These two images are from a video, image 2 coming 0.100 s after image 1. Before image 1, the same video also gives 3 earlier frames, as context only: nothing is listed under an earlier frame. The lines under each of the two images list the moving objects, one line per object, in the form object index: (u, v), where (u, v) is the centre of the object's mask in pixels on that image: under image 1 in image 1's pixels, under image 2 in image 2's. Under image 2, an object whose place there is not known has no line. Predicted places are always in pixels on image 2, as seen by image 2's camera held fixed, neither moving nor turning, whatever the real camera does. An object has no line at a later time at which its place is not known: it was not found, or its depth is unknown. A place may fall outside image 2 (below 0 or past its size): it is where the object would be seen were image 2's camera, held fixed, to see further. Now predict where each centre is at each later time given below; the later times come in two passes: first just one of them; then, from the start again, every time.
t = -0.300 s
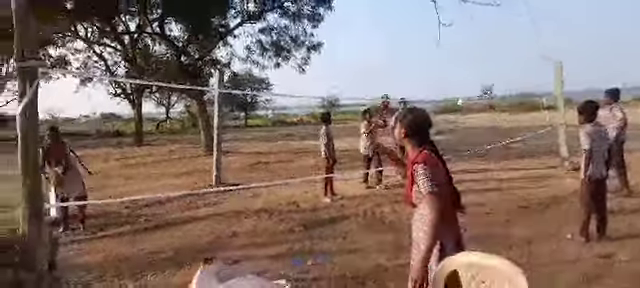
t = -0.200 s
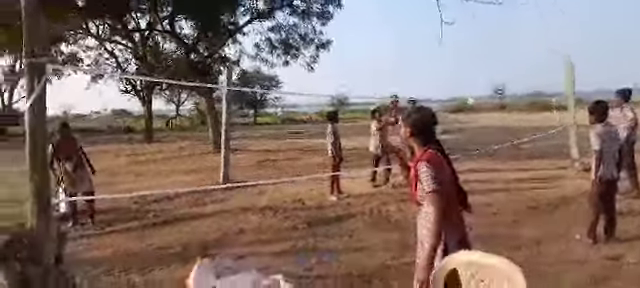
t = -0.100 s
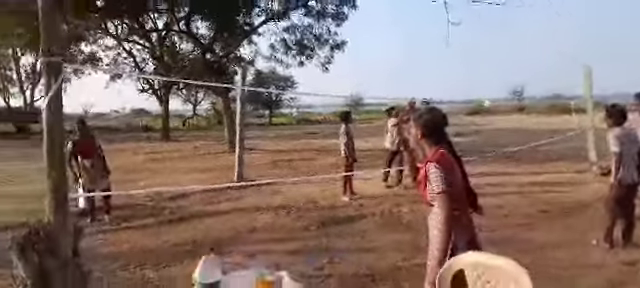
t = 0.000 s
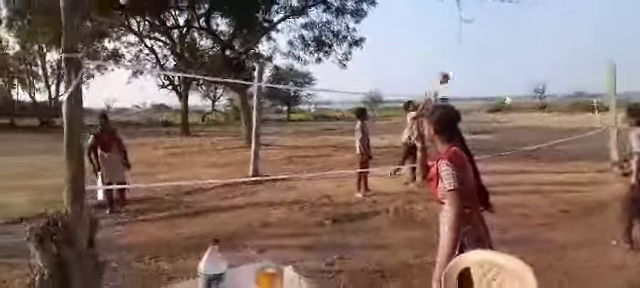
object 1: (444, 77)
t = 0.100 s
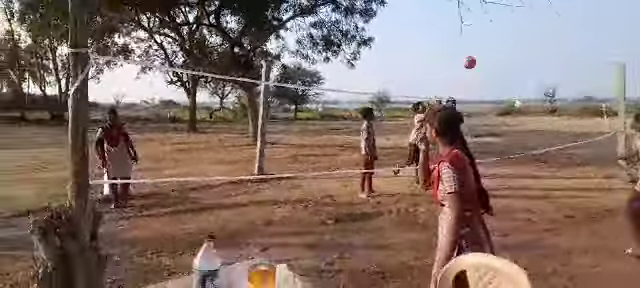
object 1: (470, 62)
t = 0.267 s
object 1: (499, 46)
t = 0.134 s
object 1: (475, 57)
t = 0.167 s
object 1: (481, 54)
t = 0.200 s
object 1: (487, 51)
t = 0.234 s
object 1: (493, 49)
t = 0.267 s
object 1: (499, 46)
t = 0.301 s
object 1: (505, 45)
